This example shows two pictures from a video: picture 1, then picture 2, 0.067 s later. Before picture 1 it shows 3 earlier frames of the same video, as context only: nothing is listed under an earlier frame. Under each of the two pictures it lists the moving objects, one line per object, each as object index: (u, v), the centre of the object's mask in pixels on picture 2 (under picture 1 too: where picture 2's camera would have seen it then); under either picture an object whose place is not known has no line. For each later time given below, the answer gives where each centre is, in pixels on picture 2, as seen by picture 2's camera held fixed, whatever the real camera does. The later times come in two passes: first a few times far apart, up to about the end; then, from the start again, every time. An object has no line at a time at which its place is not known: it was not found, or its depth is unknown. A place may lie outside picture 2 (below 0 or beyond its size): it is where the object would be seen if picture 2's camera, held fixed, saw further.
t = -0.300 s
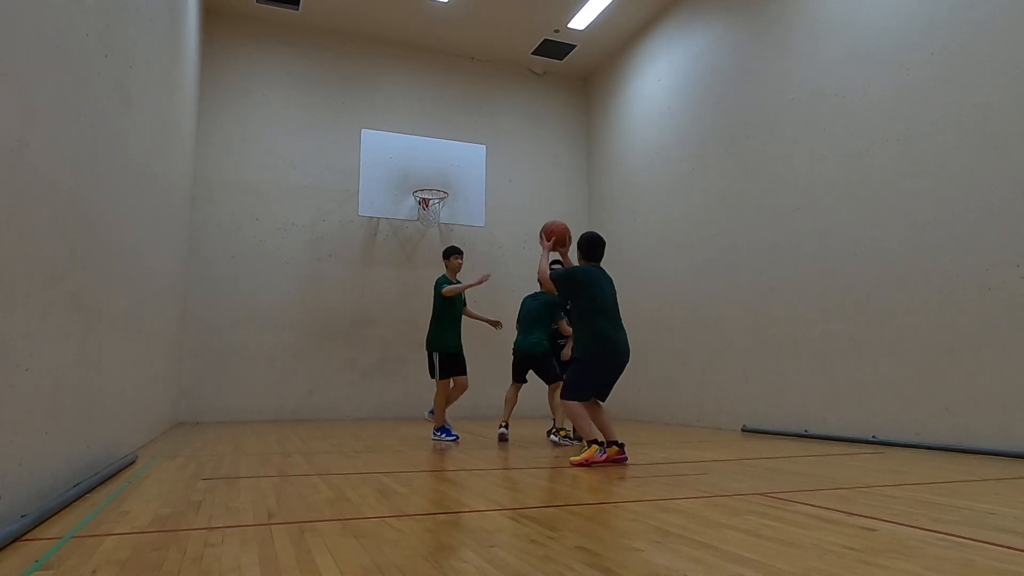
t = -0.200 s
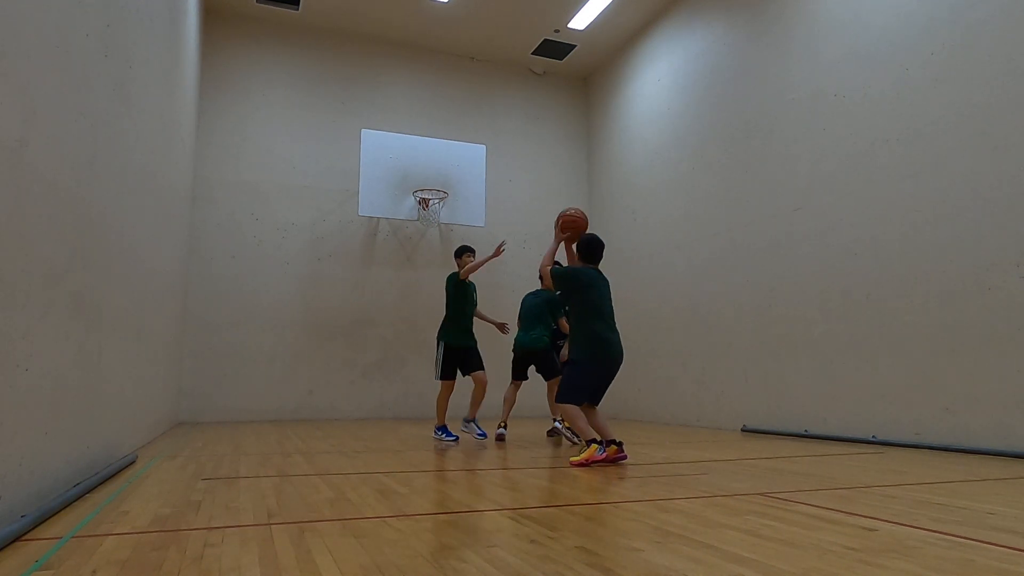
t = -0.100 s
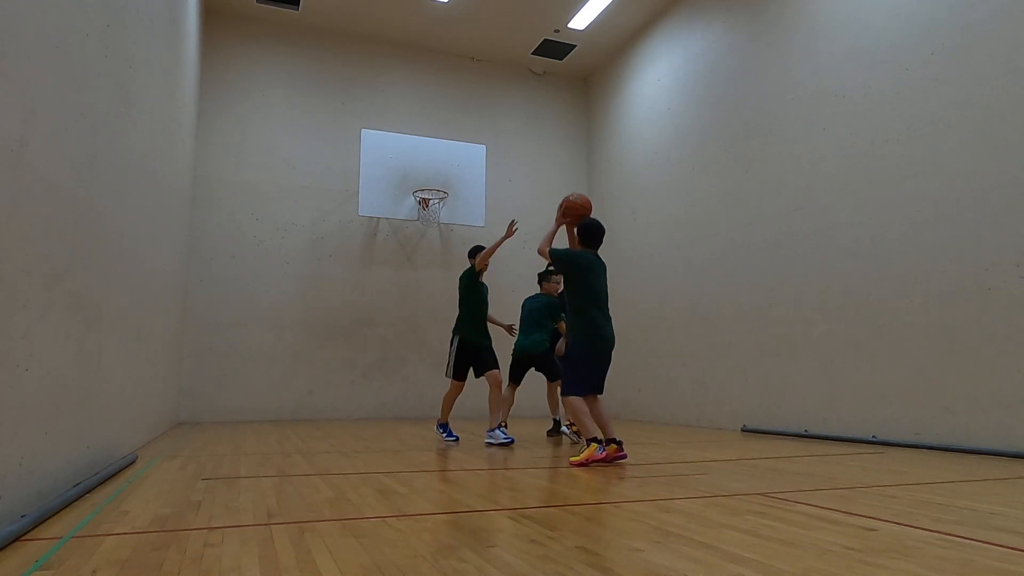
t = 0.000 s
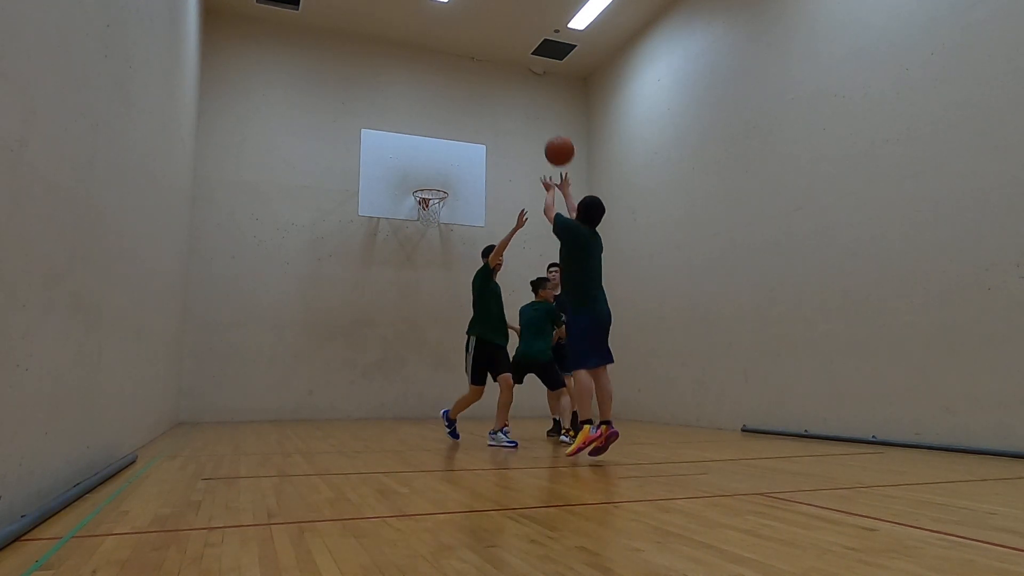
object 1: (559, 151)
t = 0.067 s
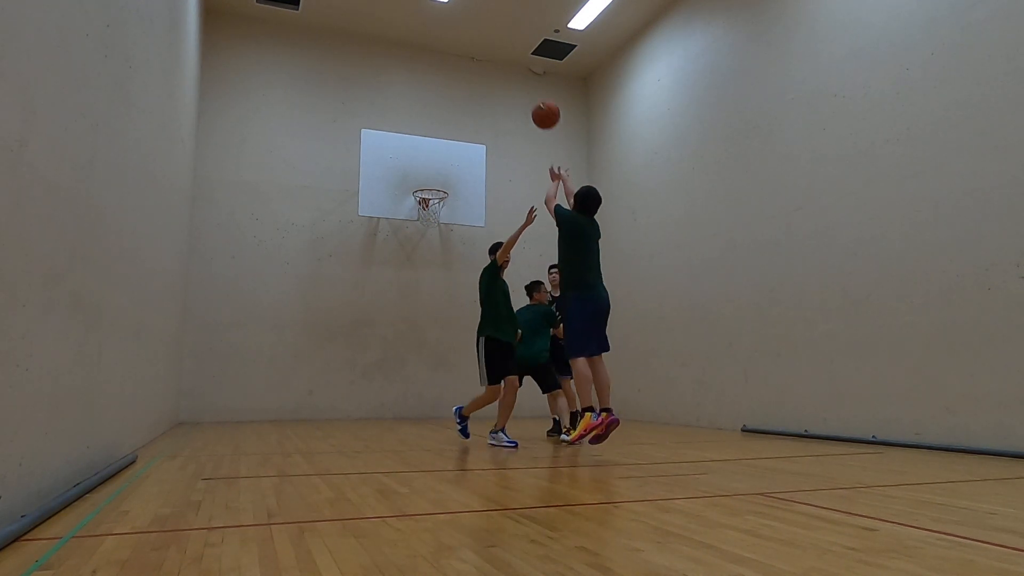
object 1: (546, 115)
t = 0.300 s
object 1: (507, 46)
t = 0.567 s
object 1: (475, 42)
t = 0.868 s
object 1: (446, 101)
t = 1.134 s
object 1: (426, 191)
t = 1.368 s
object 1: (433, 226)
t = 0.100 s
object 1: (539, 100)
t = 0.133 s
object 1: (533, 87)
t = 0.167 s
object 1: (528, 76)
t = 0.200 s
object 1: (522, 66)
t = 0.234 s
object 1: (517, 58)
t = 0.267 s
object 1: (512, 51)
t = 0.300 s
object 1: (507, 46)
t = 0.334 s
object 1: (503, 41)
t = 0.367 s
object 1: (498, 38)
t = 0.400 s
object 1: (494, 36)
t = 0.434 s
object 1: (490, 36)
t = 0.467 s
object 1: (486, 36)
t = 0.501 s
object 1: (482, 37)
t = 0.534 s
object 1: (478, 39)
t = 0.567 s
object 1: (475, 42)
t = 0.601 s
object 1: (471, 46)
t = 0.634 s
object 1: (468, 50)
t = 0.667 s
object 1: (464, 55)
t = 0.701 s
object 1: (461, 61)
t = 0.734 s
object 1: (458, 68)
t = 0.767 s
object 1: (455, 75)
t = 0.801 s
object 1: (452, 83)
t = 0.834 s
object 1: (449, 92)
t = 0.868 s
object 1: (446, 101)
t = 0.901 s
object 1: (443, 111)
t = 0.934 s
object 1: (440, 121)
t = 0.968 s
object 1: (438, 132)
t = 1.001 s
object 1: (435, 144)
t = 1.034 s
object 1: (432, 156)
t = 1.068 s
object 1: (430, 168)
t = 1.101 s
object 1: (427, 180)
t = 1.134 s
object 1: (426, 191)
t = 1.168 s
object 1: (422, 205)
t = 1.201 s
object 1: (424, 219)
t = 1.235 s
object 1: (425, 219)
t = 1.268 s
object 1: (426, 220)
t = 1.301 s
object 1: (428, 222)
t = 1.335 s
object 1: (431, 223)
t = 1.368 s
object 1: (433, 226)
